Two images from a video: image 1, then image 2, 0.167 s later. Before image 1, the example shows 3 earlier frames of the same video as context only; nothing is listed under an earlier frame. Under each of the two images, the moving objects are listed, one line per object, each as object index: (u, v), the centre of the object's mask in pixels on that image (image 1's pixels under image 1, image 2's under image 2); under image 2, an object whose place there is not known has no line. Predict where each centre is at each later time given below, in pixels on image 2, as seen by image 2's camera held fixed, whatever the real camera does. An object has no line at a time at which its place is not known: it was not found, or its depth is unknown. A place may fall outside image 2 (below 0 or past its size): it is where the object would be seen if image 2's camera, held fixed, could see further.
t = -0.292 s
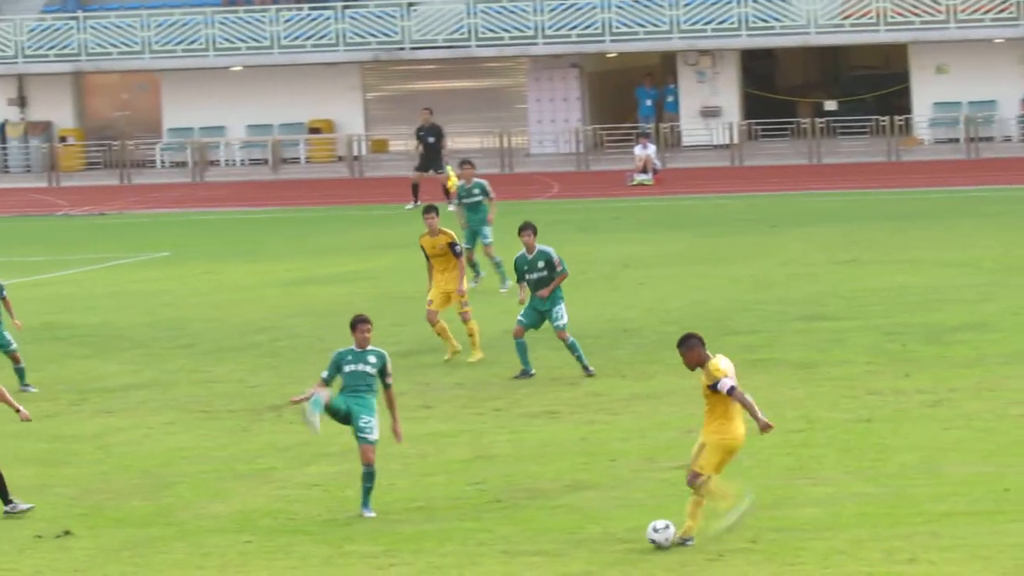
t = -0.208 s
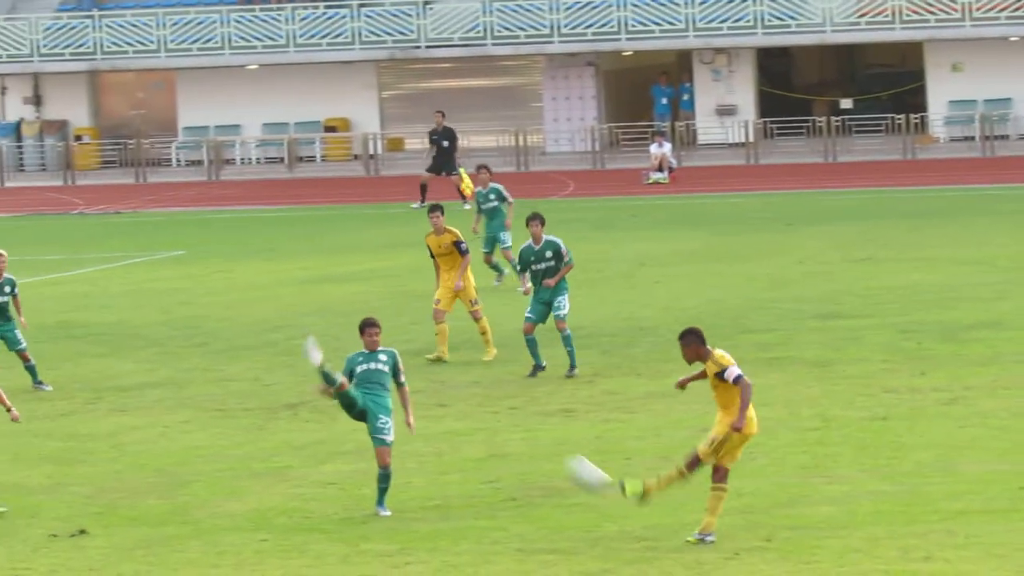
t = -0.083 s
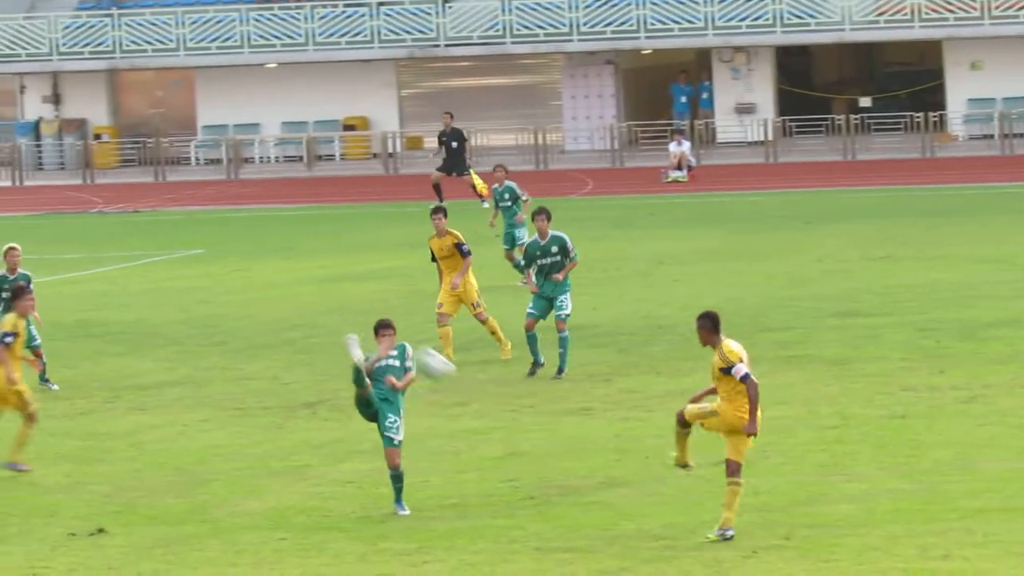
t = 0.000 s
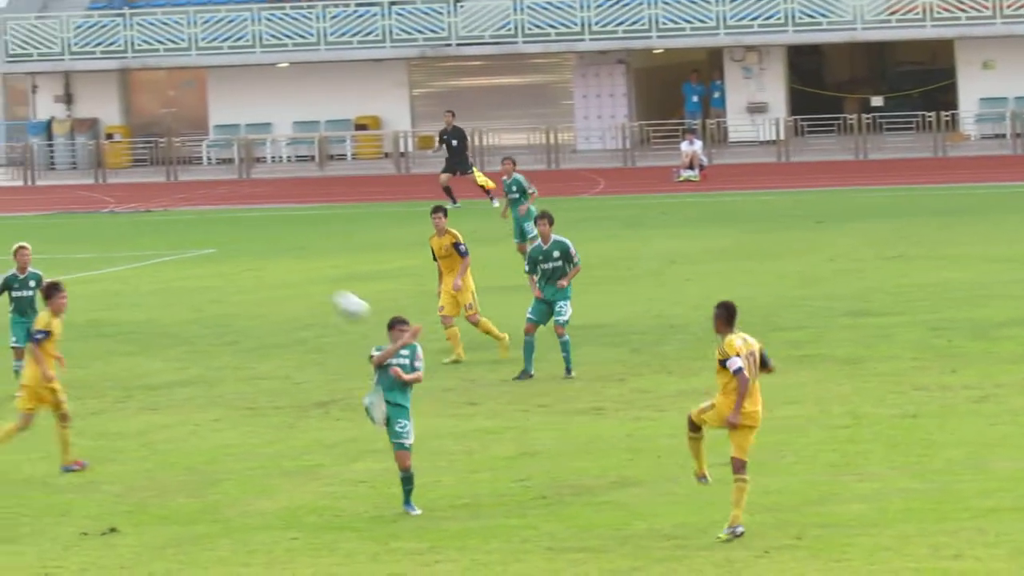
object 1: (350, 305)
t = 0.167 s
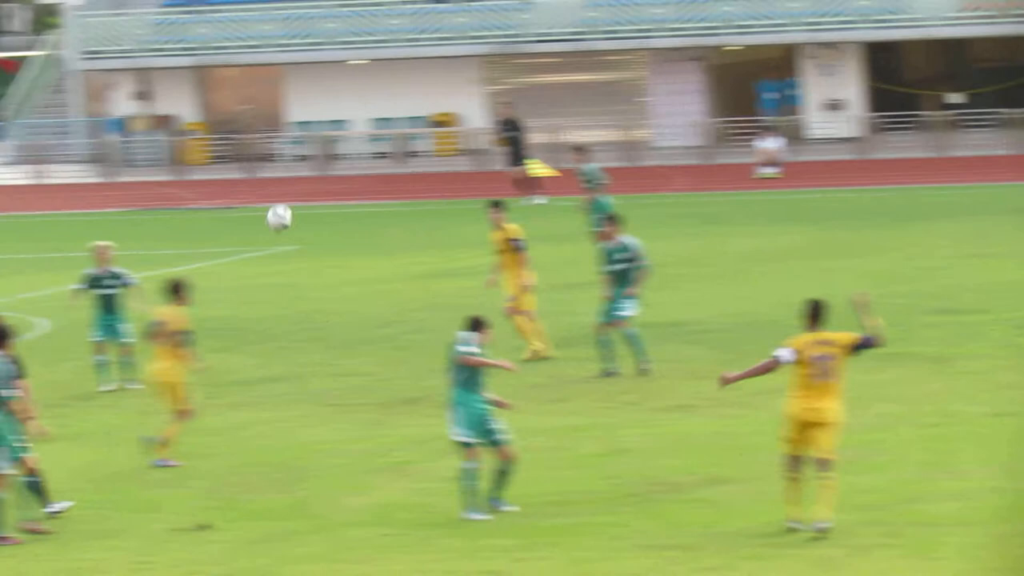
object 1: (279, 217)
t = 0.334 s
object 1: (169, 168)
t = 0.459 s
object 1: (103, 148)
